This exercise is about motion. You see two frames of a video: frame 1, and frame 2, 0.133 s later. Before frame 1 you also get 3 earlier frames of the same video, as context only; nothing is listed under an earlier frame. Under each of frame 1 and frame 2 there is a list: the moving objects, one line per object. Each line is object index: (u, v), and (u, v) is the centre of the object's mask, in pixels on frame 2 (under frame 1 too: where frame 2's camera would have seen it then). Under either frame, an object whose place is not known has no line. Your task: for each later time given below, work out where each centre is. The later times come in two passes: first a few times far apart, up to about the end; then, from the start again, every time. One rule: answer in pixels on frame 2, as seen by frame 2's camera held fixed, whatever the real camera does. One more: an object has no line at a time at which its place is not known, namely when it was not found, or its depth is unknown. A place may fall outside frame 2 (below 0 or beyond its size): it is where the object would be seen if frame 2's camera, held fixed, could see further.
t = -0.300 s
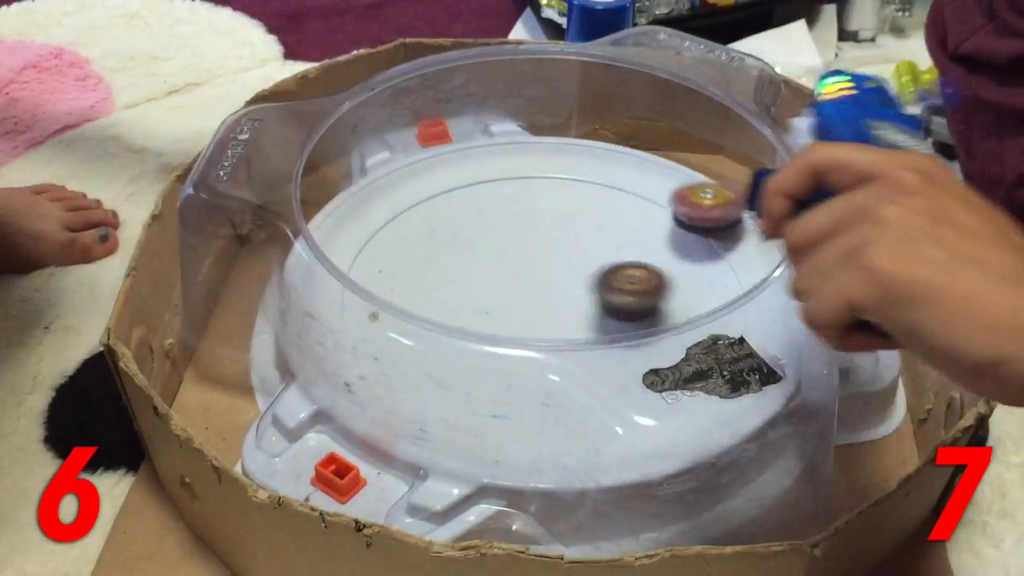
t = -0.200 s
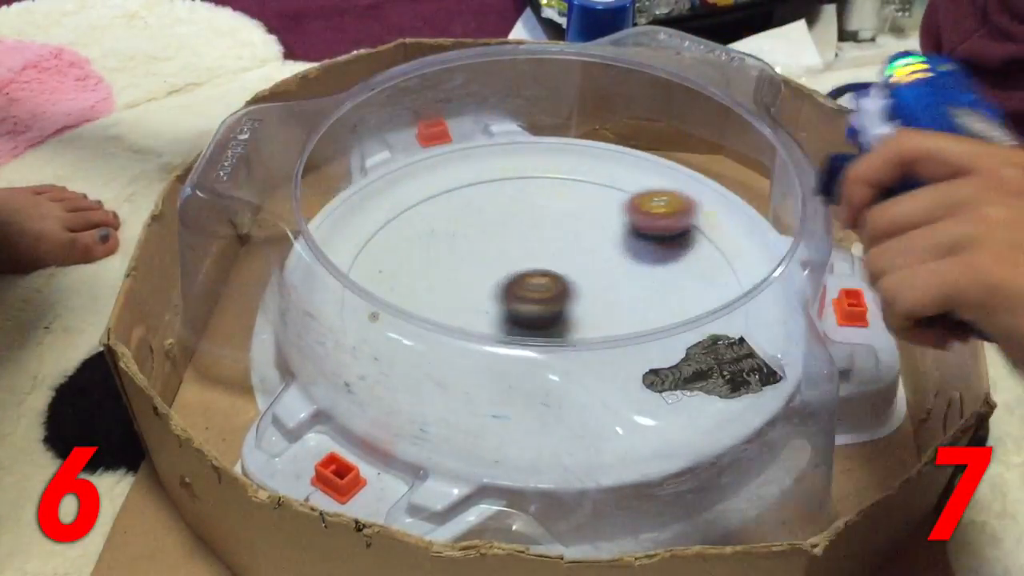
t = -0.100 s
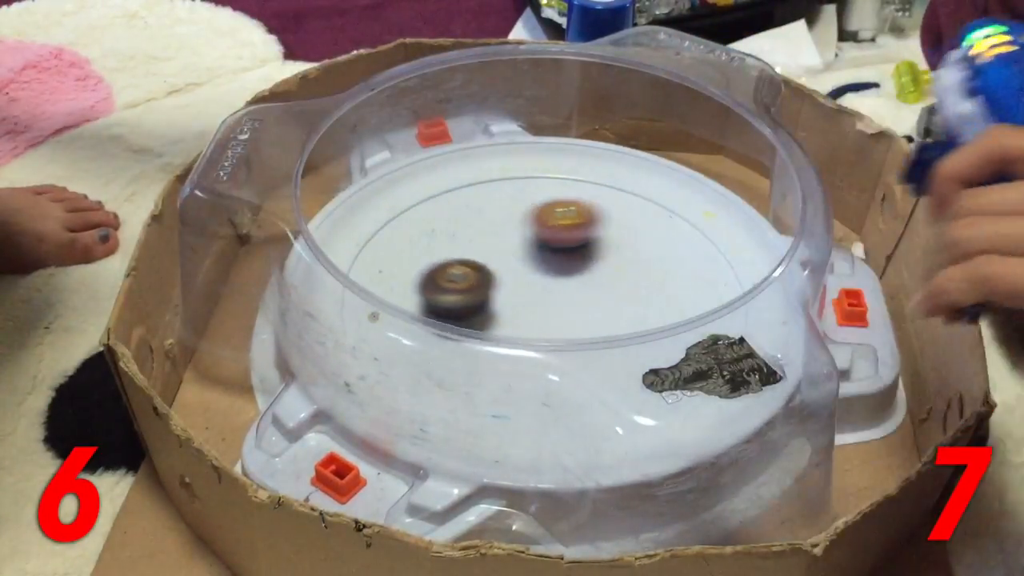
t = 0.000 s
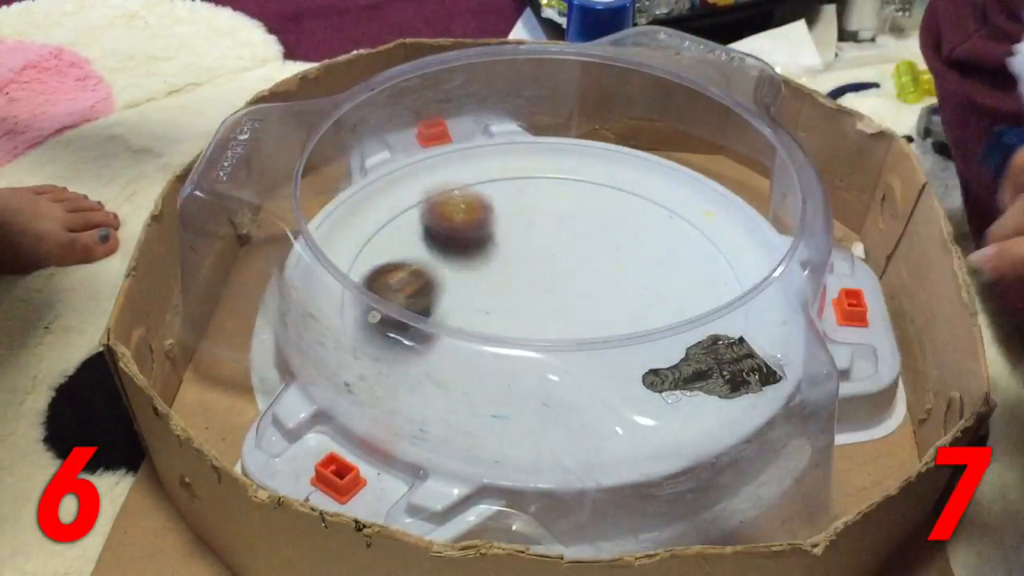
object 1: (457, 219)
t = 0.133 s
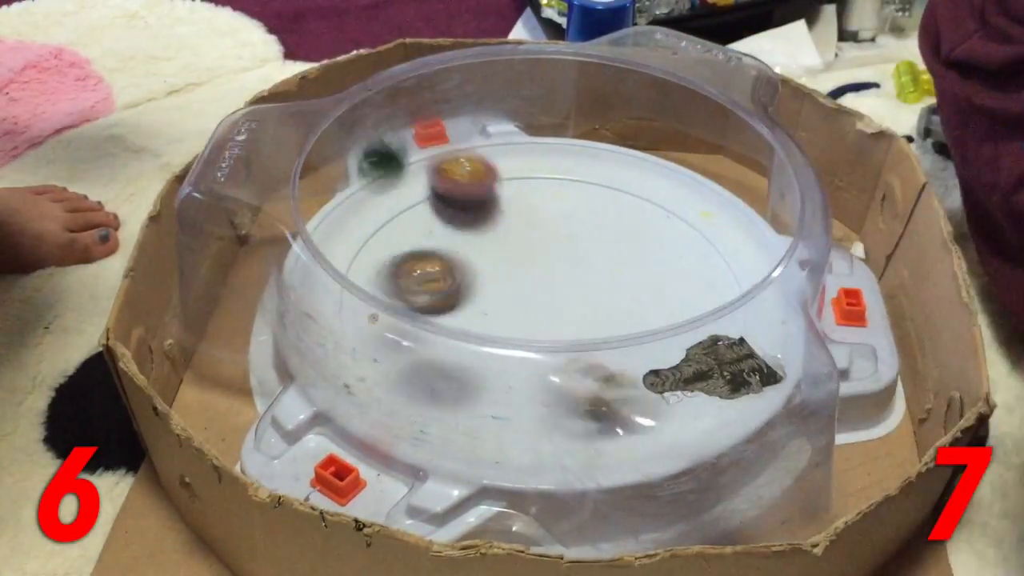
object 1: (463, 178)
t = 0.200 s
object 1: (496, 223)
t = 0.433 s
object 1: (543, 296)
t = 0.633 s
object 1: (490, 287)
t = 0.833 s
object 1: (486, 273)
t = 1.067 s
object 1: (540, 248)
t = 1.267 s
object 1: (699, 258)
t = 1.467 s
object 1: (664, 299)
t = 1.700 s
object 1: (460, 294)
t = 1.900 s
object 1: (443, 283)
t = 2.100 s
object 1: (494, 289)
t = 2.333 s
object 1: (545, 291)
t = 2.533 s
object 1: (605, 301)
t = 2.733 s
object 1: (619, 303)
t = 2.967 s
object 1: (592, 279)
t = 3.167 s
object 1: (565, 286)
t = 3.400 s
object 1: (555, 295)
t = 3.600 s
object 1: (544, 298)
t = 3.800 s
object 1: (532, 298)
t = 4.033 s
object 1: (522, 295)
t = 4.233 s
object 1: (519, 290)
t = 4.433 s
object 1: (521, 285)
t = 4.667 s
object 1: (527, 282)
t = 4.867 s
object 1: (536, 282)
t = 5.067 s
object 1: (543, 285)
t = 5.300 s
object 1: (548, 292)
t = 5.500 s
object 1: (548, 298)
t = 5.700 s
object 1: (543, 302)
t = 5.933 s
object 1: (536, 303)
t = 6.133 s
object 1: (530, 301)
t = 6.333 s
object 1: (528, 297)
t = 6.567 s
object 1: (531, 292)
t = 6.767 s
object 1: (536, 290)
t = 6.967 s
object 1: (543, 290)
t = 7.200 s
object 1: (549, 293)
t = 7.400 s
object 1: (551, 296)
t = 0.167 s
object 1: (480, 197)
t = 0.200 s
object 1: (496, 223)
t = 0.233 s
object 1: (512, 243)
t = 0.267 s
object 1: (519, 238)
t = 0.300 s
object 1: (526, 247)
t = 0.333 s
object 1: (531, 268)
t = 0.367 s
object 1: (537, 281)
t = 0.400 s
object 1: (540, 282)
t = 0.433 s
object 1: (543, 296)
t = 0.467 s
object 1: (548, 305)
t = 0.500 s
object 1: (537, 298)
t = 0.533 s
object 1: (519, 300)
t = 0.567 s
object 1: (507, 292)
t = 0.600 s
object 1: (498, 287)
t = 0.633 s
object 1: (490, 287)
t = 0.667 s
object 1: (486, 280)
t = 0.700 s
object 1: (483, 280)
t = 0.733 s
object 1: (482, 279)
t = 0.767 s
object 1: (483, 275)
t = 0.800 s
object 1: (483, 276)
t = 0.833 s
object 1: (486, 273)
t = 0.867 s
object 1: (498, 268)
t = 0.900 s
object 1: (507, 264)
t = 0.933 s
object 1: (517, 260)
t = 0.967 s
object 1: (522, 254)
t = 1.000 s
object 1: (531, 253)
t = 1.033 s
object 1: (536, 251)
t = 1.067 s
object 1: (540, 248)
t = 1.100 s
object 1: (542, 247)
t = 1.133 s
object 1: (545, 245)
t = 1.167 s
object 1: (546, 244)
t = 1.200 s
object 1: (584, 252)
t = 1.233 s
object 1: (642, 254)
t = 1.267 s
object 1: (699, 258)
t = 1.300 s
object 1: (742, 254)
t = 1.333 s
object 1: (771, 256)
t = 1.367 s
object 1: (747, 264)
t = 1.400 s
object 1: (724, 277)
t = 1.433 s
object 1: (696, 290)
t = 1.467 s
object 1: (664, 299)
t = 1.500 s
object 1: (630, 306)
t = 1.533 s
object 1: (595, 309)
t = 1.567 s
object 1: (561, 309)
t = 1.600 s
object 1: (530, 308)
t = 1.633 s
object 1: (502, 304)
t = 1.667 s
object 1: (479, 298)
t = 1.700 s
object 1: (460, 294)
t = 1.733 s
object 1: (446, 290)
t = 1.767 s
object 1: (438, 286)
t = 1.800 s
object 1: (434, 284)
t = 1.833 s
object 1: (434, 283)
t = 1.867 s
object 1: (437, 282)
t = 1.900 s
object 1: (443, 283)
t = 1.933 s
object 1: (450, 283)
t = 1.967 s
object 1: (458, 284)
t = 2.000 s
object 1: (467, 286)
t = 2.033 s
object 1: (477, 287)
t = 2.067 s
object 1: (486, 288)
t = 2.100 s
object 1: (494, 289)
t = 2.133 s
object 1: (504, 289)
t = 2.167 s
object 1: (512, 290)
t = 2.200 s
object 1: (520, 290)
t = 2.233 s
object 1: (527, 290)
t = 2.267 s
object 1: (535, 291)
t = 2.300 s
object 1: (540, 291)
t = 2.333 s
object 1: (545, 291)
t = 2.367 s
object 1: (550, 291)
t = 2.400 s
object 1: (553, 291)
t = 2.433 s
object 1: (558, 291)
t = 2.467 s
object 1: (575, 295)
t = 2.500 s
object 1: (591, 298)
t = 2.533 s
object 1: (605, 301)
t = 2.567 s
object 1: (614, 302)
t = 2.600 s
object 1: (620, 302)
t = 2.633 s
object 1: (623, 302)
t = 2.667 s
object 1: (623, 302)
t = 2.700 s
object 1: (622, 302)
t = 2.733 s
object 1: (619, 303)
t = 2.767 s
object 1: (618, 300)
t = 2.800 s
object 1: (617, 293)
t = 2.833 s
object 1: (614, 287)
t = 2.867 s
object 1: (609, 284)
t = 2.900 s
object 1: (604, 281)
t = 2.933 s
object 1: (598, 280)
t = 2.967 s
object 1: (592, 279)
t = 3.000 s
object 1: (586, 280)
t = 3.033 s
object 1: (580, 281)
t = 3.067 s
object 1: (575, 282)
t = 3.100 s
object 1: (571, 283)
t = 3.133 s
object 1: (568, 285)
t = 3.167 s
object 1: (565, 286)
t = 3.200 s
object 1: (564, 288)
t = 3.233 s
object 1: (562, 289)
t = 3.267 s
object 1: (561, 290)
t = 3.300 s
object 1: (559, 291)
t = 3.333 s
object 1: (558, 293)
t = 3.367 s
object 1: (557, 294)
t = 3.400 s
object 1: (555, 295)
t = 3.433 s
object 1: (553, 295)
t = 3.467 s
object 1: (551, 296)
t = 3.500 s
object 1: (550, 296)
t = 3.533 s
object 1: (548, 297)
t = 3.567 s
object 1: (546, 298)
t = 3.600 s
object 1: (544, 298)
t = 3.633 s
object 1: (541, 298)
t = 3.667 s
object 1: (539, 298)
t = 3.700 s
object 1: (538, 298)
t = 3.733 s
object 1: (536, 298)
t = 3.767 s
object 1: (534, 298)
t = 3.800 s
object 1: (532, 298)
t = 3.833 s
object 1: (530, 298)
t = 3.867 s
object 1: (528, 297)
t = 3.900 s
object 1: (527, 297)
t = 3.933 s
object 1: (526, 297)
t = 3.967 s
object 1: (524, 296)
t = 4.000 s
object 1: (523, 295)
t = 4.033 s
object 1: (522, 295)
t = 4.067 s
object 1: (521, 294)
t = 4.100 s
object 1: (520, 293)
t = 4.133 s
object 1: (520, 292)
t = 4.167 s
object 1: (519, 291)
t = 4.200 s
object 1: (519, 290)
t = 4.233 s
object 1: (519, 290)
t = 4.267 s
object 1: (519, 289)
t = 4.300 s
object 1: (519, 288)
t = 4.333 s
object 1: (519, 287)
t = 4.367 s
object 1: (519, 286)
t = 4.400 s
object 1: (520, 286)
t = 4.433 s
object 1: (521, 285)
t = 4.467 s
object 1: (521, 284)
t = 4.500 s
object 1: (522, 284)
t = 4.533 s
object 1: (523, 284)
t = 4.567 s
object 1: (524, 283)
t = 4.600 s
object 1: (525, 283)
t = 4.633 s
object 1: (526, 282)
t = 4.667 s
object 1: (527, 282)
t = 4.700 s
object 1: (529, 282)
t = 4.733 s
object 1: (530, 282)
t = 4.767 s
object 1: (531, 282)
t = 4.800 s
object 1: (533, 282)
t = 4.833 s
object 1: (534, 282)
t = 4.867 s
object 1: (536, 282)
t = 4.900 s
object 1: (537, 283)
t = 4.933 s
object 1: (538, 283)
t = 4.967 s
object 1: (539, 284)
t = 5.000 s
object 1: (541, 284)
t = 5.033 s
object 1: (542, 285)
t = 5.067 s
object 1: (543, 285)
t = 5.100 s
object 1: (544, 286)
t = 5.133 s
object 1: (545, 287)
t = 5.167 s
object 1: (546, 288)
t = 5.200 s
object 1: (546, 289)
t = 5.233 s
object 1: (547, 290)
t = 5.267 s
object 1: (547, 292)
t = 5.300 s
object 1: (548, 292)
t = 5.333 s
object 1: (548, 293)
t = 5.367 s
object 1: (549, 294)
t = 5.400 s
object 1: (549, 295)
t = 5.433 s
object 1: (548, 296)
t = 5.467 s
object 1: (548, 297)
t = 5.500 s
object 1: (548, 298)
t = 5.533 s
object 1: (547, 298)
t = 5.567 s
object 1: (547, 299)
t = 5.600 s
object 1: (546, 300)
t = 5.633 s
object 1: (545, 301)
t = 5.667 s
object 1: (544, 301)
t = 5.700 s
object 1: (543, 302)
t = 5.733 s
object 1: (542, 302)
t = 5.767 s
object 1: (541, 302)
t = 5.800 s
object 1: (540, 303)
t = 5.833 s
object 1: (539, 303)
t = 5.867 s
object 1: (538, 303)
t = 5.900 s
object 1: (537, 303)
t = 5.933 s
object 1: (536, 303)
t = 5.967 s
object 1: (535, 303)
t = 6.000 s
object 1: (534, 302)
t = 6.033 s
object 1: (533, 302)
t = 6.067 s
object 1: (532, 302)
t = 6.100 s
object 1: (531, 301)
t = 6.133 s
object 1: (530, 301)
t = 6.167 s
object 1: (530, 300)
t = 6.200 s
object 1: (529, 300)
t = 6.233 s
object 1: (529, 299)
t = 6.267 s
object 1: (528, 298)
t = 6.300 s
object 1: (528, 297)
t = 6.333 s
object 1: (528, 297)
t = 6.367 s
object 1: (528, 296)
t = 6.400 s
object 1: (528, 296)
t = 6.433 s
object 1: (529, 295)
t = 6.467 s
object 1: (529, 294)
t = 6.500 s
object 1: (530, 294)
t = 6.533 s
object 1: (530, 293)
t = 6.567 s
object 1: (531, 292)
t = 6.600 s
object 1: (531, 292)
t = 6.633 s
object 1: (532, 292)
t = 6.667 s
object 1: (533, 291)
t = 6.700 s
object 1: (534, 291)
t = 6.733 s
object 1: (535, 290)
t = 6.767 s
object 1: (536, 290)
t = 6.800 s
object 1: (537, 290)
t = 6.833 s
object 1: (539, 290)
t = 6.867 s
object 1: (539, 290)
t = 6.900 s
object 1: (541, 290)
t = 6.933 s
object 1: (542, 289)
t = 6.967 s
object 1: (543, 290)
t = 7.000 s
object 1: (544, 290)
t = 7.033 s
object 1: (545, 290)
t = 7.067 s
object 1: (546, 291)
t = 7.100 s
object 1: (547, 291)
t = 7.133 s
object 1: (548, 291)
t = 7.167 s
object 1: (548, 292)
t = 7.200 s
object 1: (549, 293)
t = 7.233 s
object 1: (549, 293)
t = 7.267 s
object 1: (550, 294)
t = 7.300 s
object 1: (551, 294)
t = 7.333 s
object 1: (550, 295)
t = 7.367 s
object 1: (551, 295)
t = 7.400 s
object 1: (551, 296)
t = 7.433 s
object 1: (550, 297)
